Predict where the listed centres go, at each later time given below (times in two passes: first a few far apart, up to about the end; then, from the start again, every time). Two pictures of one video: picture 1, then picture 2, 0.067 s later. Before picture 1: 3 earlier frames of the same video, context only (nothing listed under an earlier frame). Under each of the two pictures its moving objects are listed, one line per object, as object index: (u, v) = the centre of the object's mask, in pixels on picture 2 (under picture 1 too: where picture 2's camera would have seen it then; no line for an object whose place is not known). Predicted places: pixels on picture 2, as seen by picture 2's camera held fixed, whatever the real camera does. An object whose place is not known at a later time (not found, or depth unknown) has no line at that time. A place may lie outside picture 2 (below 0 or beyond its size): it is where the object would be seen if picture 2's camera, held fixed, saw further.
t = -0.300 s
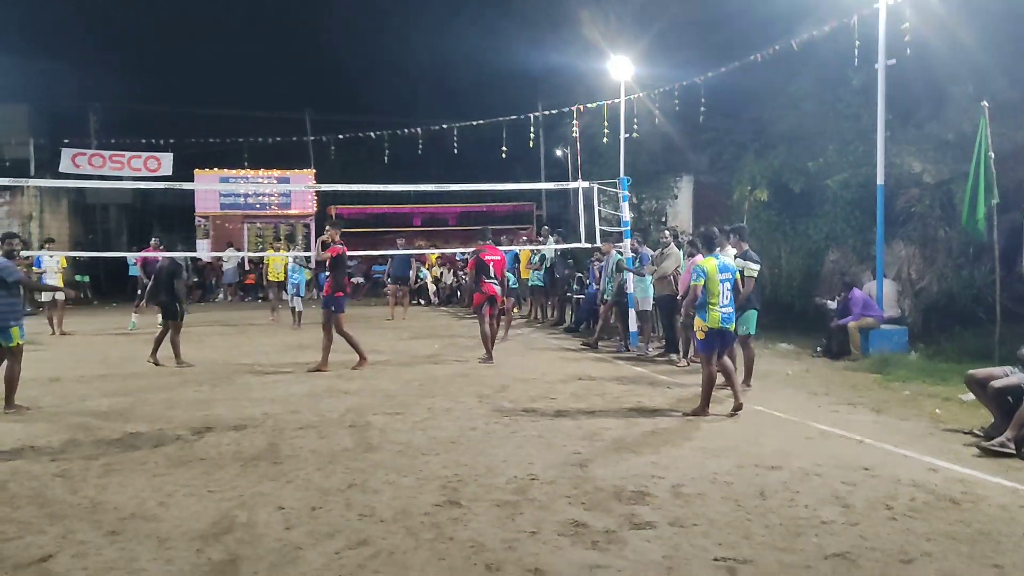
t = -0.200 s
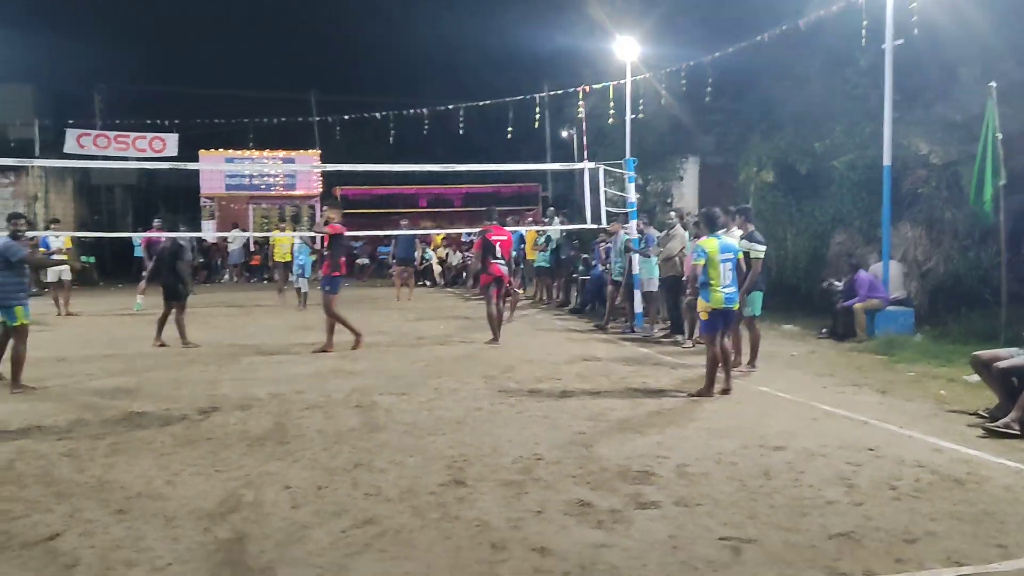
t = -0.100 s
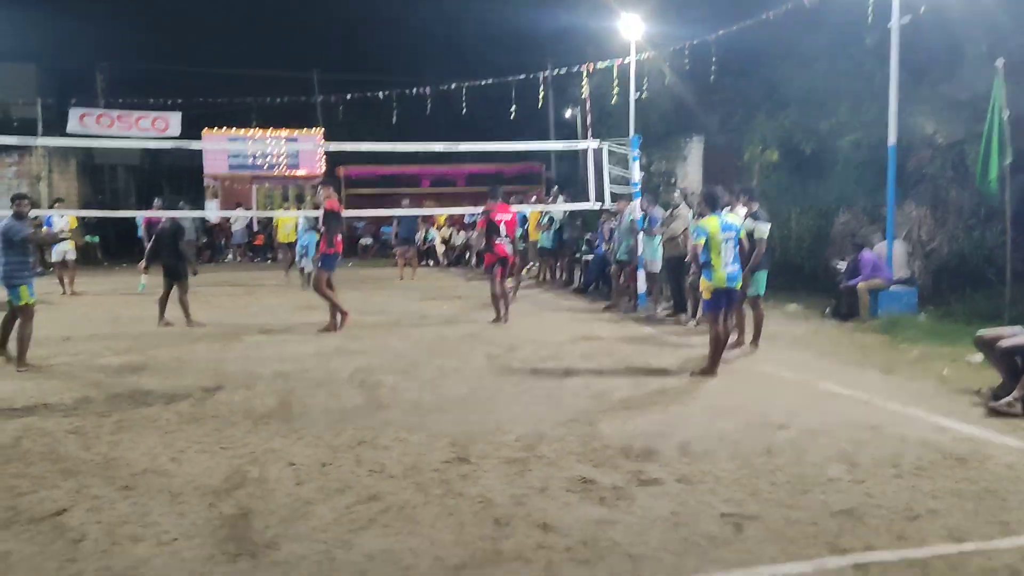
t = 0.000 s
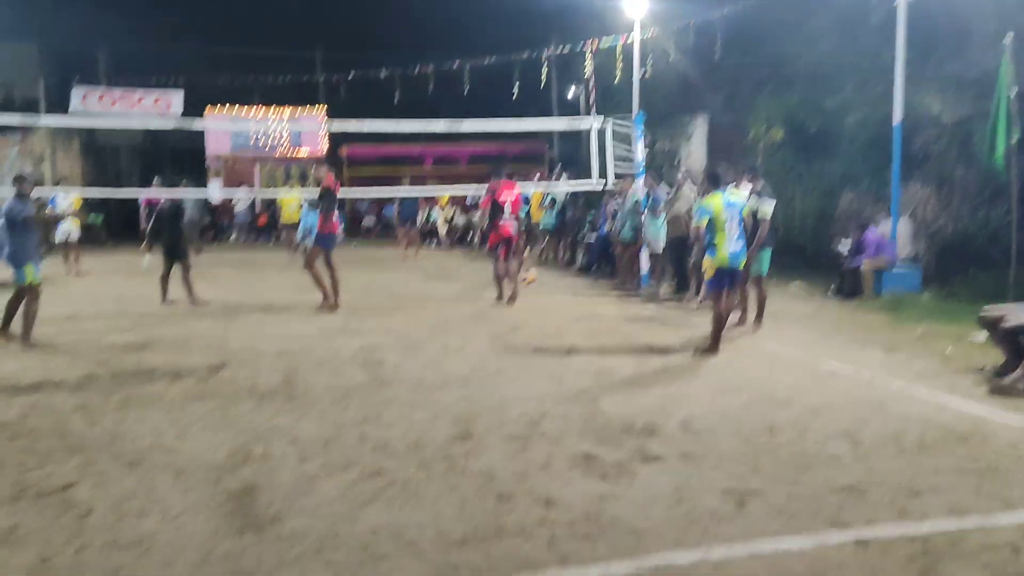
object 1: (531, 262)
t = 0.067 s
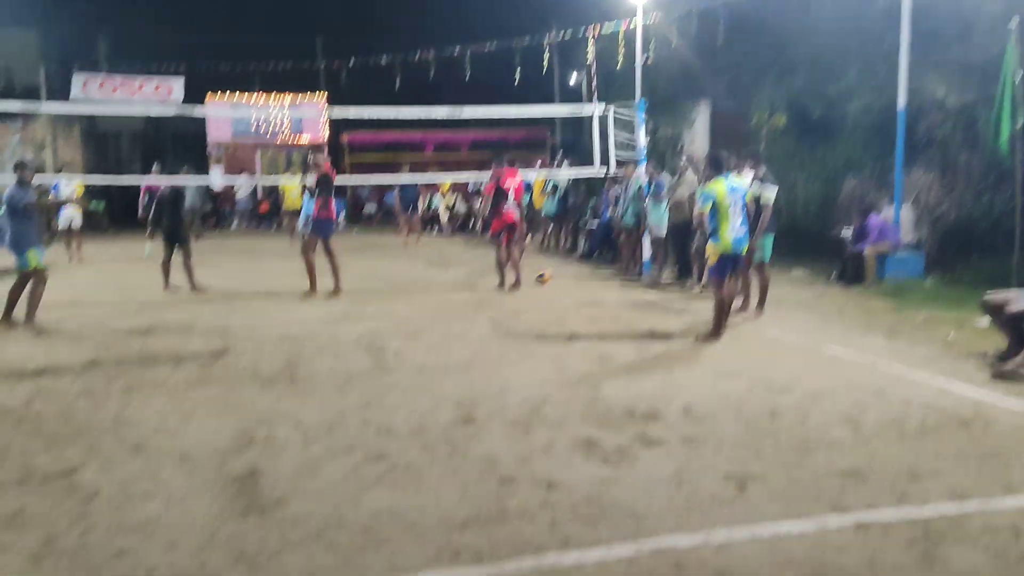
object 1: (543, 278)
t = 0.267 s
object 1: (575, 276)
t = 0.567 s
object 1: (634, 297)
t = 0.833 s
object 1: (702, 331)
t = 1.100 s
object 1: (798, 360)
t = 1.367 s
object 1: (943, 413)
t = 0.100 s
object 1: (549, 277)
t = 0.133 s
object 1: (553, 275)
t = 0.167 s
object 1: (559, 274)
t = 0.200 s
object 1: (565, 273)
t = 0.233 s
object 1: (570, 274)
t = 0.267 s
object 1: (575, 276)
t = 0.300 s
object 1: (581, 279)
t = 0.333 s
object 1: (588, 282)
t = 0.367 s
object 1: (594, 287)
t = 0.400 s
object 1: (599, 293)
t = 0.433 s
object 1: (605, 300)
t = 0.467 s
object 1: (612, 300)
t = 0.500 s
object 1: (619, 298)
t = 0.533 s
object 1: (626, 297)
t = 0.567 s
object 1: (634, 297)
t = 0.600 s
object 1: (641, 299)
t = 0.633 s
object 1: (649, 301)
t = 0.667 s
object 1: (656, 305)
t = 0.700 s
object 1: (666, 312)
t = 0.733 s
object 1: (673, 319)
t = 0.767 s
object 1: (683, 329)
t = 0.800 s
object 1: (693, 331)
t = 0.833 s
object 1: (702, 331)
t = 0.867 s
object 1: (713, 331)
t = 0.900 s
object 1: (723, 335)
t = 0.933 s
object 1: (734, 343)
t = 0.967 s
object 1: (747, 349)
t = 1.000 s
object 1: (759, 350)
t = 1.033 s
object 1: (772, 351)
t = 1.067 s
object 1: (785, 355)
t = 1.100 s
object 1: (798, 360)
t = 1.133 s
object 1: (814, 365)
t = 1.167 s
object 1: (829, 376)
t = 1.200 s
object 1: (846, 383)
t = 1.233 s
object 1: (863, 385)
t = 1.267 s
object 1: (881, 391)
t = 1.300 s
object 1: (901, 399)
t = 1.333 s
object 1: (921, 409)
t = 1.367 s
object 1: (943, 413)
